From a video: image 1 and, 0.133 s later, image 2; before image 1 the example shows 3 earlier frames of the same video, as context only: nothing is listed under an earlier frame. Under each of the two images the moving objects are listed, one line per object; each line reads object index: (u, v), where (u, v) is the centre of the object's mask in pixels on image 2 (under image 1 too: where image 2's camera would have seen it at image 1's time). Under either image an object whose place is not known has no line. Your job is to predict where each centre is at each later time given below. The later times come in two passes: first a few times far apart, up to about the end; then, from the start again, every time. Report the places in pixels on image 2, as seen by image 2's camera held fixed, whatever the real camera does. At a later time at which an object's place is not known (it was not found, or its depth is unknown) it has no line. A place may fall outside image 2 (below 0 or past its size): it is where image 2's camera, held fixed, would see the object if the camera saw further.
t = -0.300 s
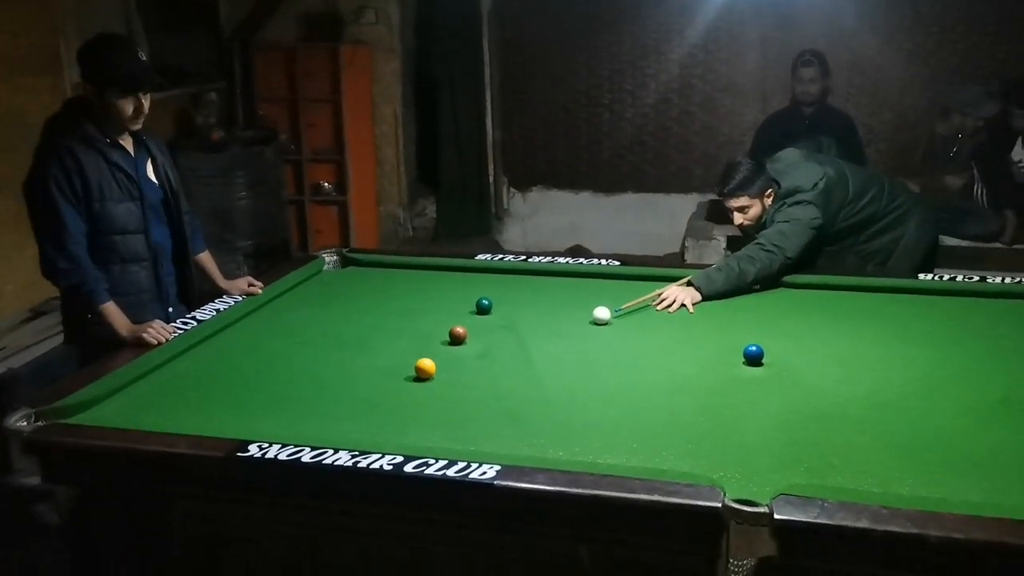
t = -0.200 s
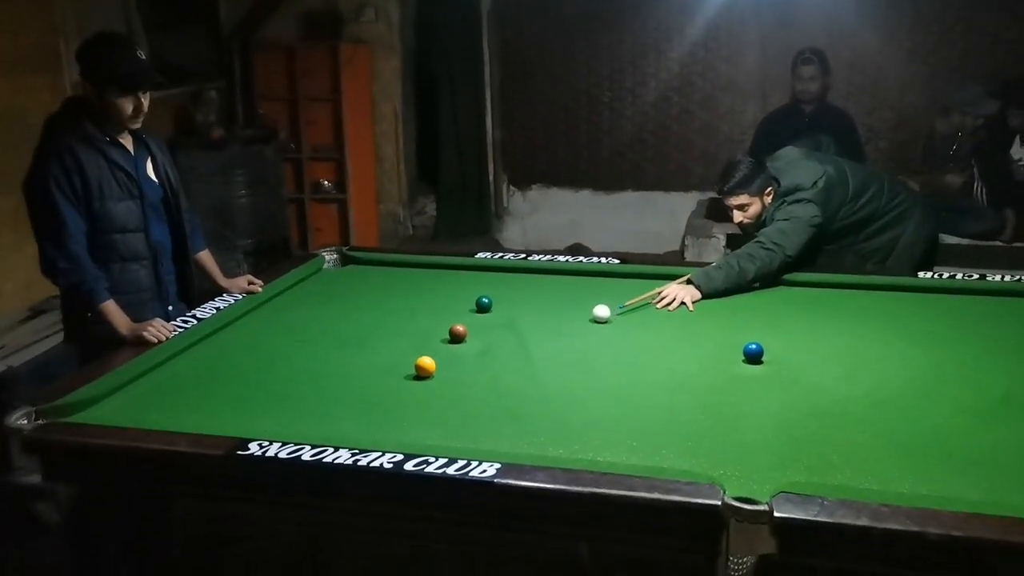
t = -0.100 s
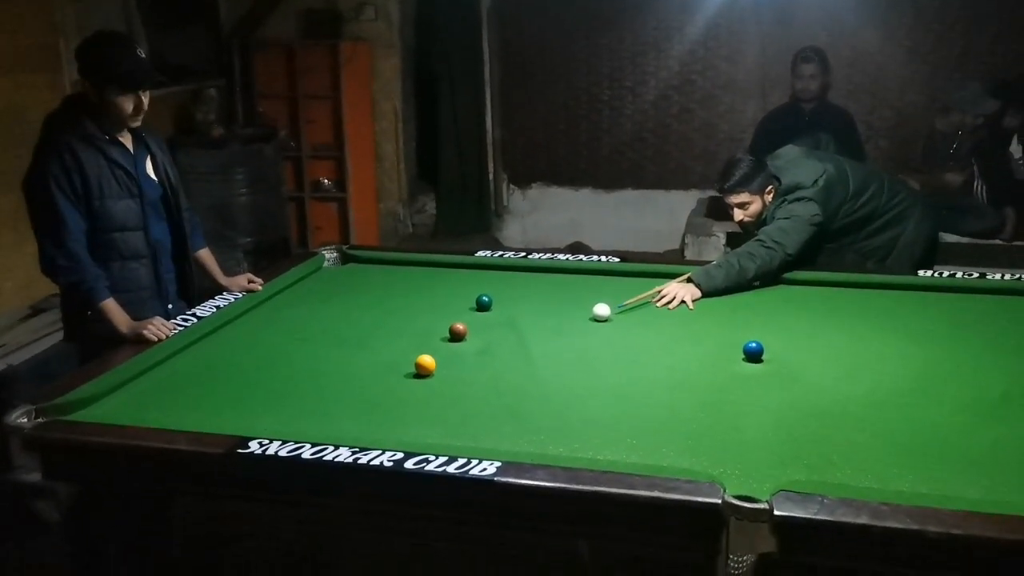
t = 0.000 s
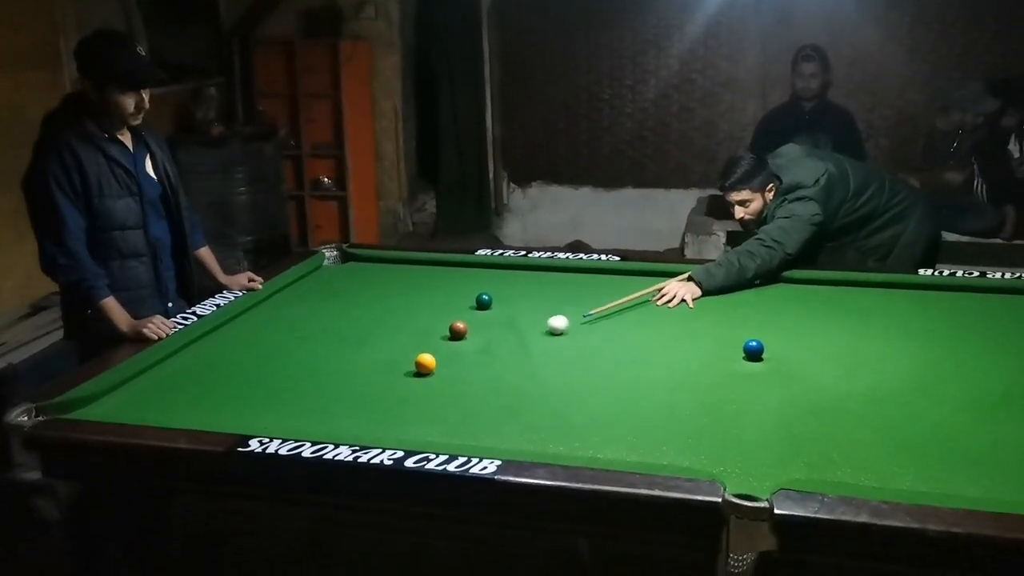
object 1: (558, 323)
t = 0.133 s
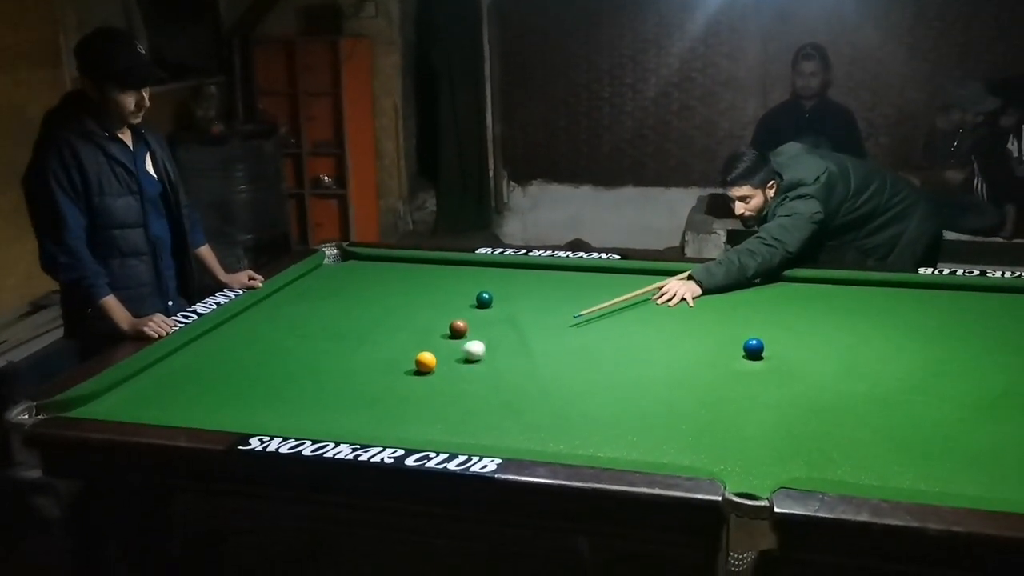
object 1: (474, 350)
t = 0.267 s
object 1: (447, 371)
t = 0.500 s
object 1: (428, 403)
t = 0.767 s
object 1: (419, 427)
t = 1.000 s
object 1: (449, 403)
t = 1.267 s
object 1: (478, 381)
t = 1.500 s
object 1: (499, 364)
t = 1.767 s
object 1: (517, 349)
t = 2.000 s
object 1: (533, 338)
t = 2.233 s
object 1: (546, 328)
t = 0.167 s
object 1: (453, 357)
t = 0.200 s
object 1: (447, 363)
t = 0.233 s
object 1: (447, 367)
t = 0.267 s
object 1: (447, 371)
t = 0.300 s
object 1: (445, 376)
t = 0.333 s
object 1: (442, 380)
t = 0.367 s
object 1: (439, 385)
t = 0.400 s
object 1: (436, 390)
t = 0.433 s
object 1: (433, 395)
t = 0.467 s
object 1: (429, 401)
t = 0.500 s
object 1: (428, 403)
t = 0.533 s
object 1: (425, 409)
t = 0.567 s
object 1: (421, 414)
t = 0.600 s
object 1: (418, 420)
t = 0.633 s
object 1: (414, 425)
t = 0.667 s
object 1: (411, 428)
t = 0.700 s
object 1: (408, 431)
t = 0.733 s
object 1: (414, 429)
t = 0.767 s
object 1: (419, 427)
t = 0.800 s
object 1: (423, 424)
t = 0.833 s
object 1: (428, 420)
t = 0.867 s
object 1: (433, 416)
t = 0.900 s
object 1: (437, 413)
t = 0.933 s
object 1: (441, 410)
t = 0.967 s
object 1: (446, 406)
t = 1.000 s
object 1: (449, 403)
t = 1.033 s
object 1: (453, 400)
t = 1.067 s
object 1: (457, 397)
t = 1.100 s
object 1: (461, 394)
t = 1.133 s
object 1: (464, 391)
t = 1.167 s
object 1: (468, 389)
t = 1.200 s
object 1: (472, 385)
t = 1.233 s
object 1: (475, 383)
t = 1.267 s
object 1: (478, 381)
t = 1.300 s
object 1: (481, 378)
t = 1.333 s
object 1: (484, 376)
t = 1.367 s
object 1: (487, 373)
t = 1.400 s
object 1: (490, 371)
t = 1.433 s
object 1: (493, 369)
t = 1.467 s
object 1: (496, 366)
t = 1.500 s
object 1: (499, 364)
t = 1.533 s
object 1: (501, 362)
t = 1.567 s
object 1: (504, 360)
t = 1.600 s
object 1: (505, 359)
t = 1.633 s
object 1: (508, 357)
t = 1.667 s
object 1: (510, 355)
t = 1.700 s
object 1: (513, 353)
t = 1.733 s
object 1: (515, 351)
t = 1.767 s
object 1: (517, 349)
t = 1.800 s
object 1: (520, 348)
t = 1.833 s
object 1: (522, 346)
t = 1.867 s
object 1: (524, 344)
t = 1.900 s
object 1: (526, 343)
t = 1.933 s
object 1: (529, 341)
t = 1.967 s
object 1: (531, 339)
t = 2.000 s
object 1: (533, 338)
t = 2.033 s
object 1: (534, 336)
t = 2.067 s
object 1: (537, 335)
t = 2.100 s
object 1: (539, 333)
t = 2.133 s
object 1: (541, 332)
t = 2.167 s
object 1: (542, 330)
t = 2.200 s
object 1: (544, 329)
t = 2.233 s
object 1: (546, 328)
